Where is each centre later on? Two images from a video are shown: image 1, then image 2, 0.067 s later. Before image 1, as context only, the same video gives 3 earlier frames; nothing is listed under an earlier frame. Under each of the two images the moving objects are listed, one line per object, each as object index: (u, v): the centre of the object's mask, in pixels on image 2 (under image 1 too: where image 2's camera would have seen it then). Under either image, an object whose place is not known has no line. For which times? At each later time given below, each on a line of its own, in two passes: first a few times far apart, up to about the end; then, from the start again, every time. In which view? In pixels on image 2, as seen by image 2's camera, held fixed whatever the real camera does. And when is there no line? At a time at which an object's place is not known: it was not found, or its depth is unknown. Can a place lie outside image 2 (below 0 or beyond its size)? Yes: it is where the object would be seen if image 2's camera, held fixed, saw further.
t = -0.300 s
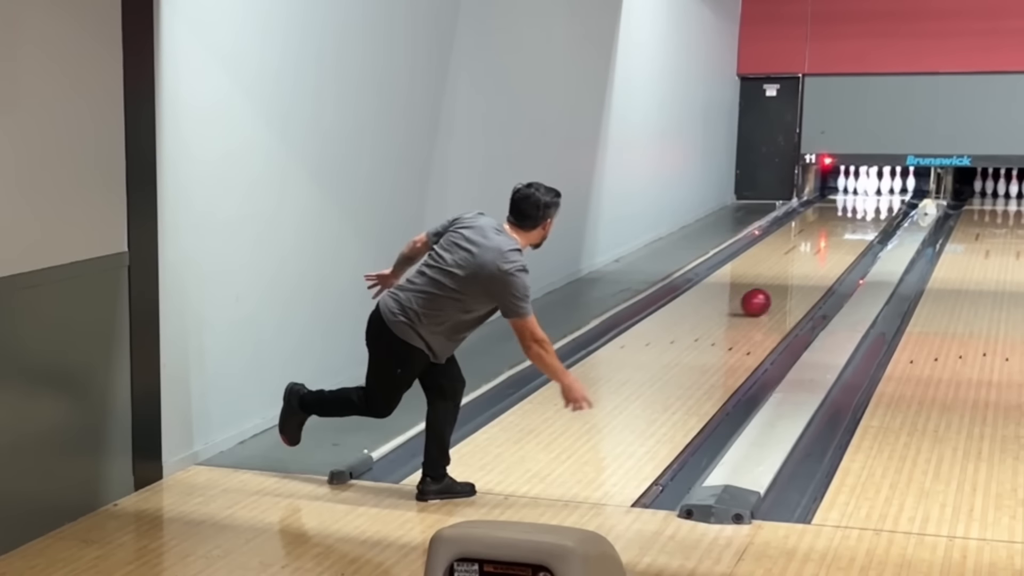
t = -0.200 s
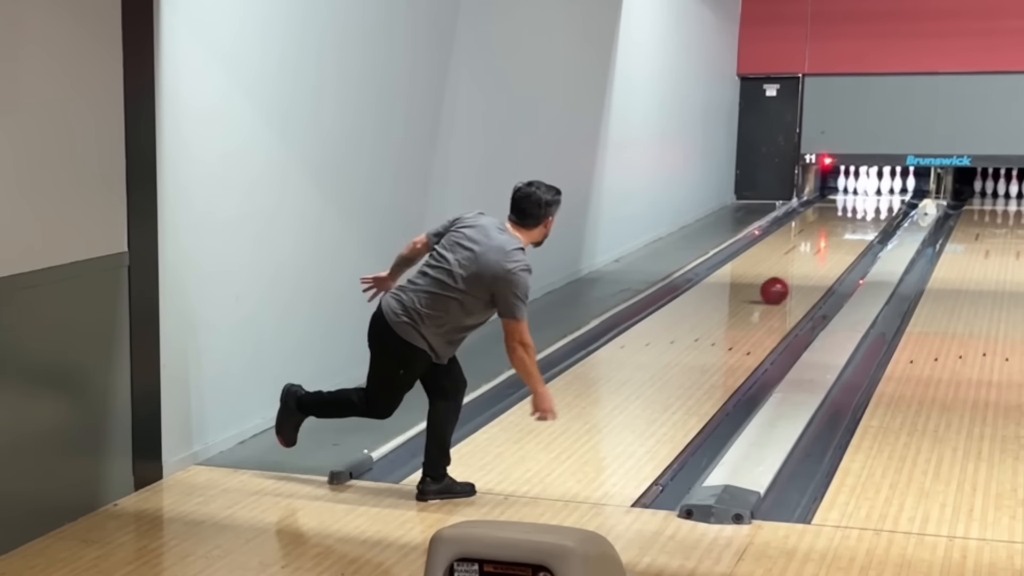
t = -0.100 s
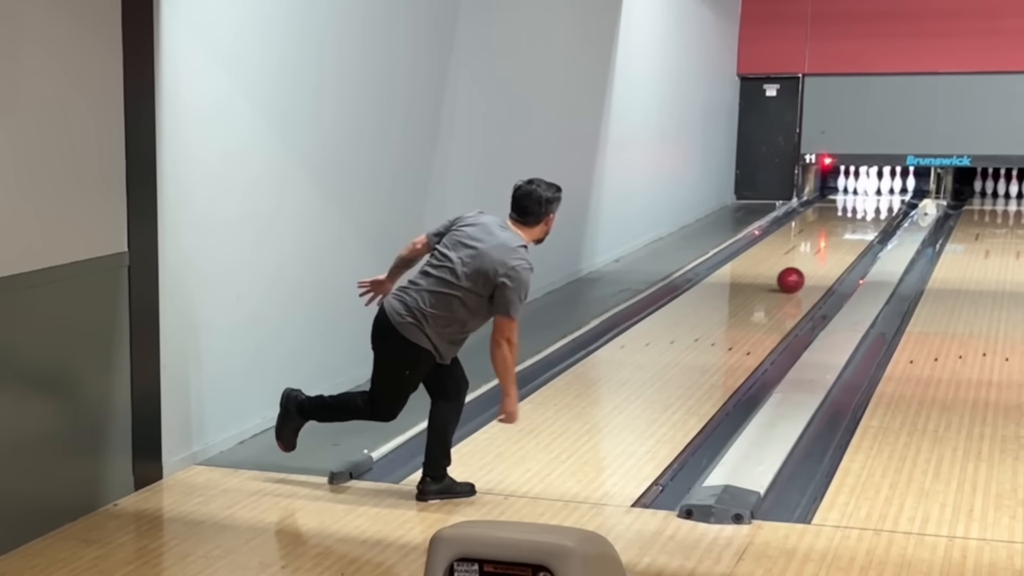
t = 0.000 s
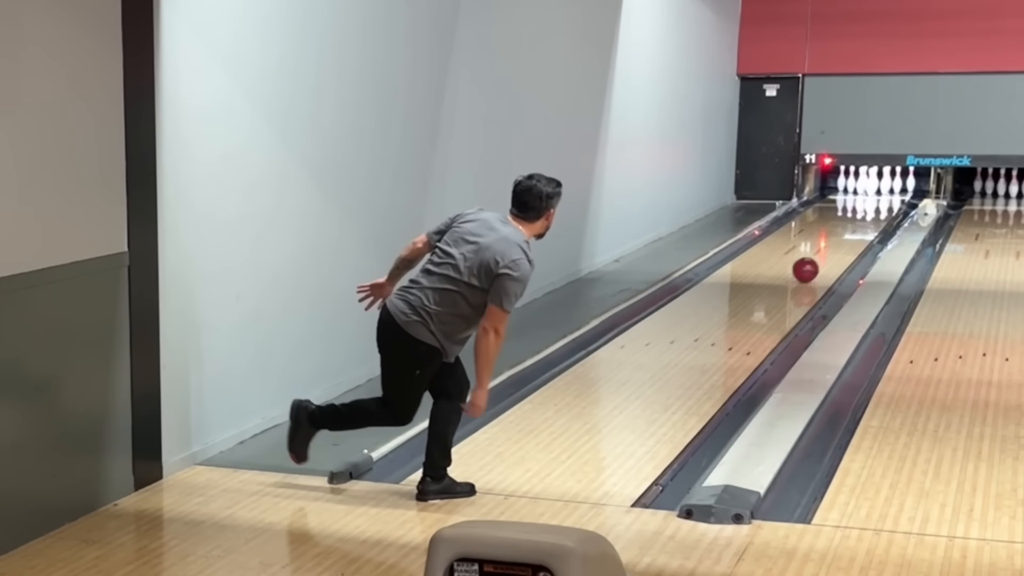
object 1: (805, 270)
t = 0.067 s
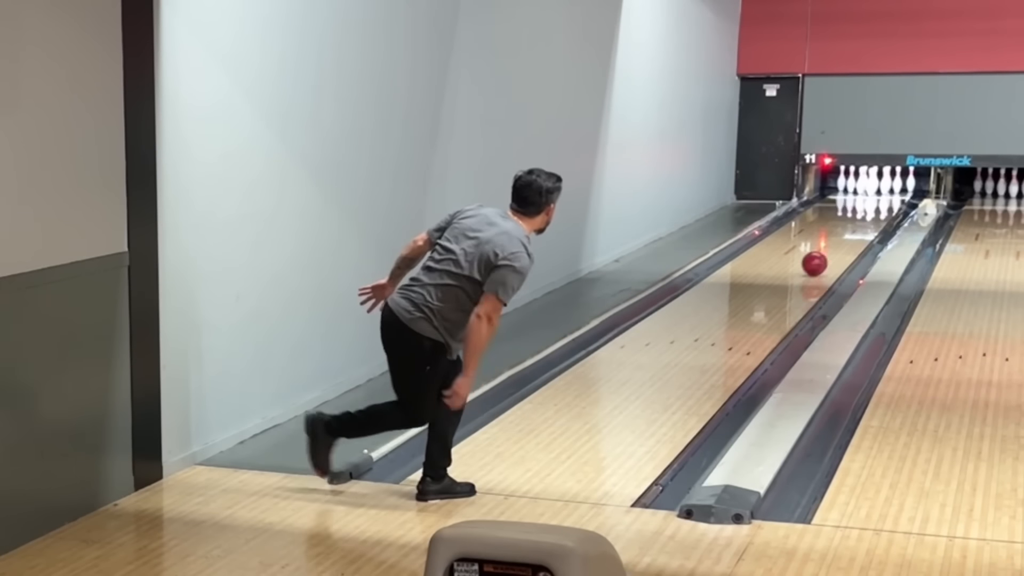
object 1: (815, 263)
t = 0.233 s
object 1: (834, 250)
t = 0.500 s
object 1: (856, 231)
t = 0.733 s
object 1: (869, 219)
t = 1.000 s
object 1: (876, 206)
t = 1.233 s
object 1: (877, 197)
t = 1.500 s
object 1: (874, 189)
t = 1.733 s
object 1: (873, 185)
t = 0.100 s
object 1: (819, 261)
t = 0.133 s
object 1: (823, 258)
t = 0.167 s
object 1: (826, 255)
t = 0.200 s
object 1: (830, 252)
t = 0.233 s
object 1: (834, 250)
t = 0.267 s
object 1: (837, 247)
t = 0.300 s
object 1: (841, 245)
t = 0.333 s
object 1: (843, 243)
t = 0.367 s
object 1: (847, 240)
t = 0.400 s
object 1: (849, 238)
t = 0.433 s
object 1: (852, 236)
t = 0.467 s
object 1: (855, 233)
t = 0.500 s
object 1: (856, 231)
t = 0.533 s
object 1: (859, 229)
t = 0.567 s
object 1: (861, 227)
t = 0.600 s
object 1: (862, 226)
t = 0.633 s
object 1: (864, 224)
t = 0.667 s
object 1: (866, 222)
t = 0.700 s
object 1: (867, 220)
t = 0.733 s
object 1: (869, 219)
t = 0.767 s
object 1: (870, 217)
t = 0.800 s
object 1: (871, 215)
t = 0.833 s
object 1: (872, 213)
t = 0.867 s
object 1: (873, 212)
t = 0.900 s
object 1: (874, 210)
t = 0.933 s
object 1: (875, 208)
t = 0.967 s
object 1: (875, 207)
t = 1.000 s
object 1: (876, 206)
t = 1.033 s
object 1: (876, 204)
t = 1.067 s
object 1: (877, 203)
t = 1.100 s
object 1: (877, 201)
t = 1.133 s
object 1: (877, 200)
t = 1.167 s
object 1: (877, 199)
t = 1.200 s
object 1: (877, 198)
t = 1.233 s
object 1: (877, 197)
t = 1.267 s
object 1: (876, 196)
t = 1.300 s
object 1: (876, 195)
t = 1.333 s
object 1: (875, 194)
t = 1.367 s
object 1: (875, 193)
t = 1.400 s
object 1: (875, 192)
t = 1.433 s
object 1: (875, 191)
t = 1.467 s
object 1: (874, 190)
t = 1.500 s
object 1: (874, 189)
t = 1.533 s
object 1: (875, 188)
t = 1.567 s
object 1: (876, 188)
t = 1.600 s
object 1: (875, 188)
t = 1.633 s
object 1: (874, 187)
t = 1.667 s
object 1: (874, 187)
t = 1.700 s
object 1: (873, 186)
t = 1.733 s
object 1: (873, 185)
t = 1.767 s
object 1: (872, 184)
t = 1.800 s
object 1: (873, 185)
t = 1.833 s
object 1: (873, 184)
